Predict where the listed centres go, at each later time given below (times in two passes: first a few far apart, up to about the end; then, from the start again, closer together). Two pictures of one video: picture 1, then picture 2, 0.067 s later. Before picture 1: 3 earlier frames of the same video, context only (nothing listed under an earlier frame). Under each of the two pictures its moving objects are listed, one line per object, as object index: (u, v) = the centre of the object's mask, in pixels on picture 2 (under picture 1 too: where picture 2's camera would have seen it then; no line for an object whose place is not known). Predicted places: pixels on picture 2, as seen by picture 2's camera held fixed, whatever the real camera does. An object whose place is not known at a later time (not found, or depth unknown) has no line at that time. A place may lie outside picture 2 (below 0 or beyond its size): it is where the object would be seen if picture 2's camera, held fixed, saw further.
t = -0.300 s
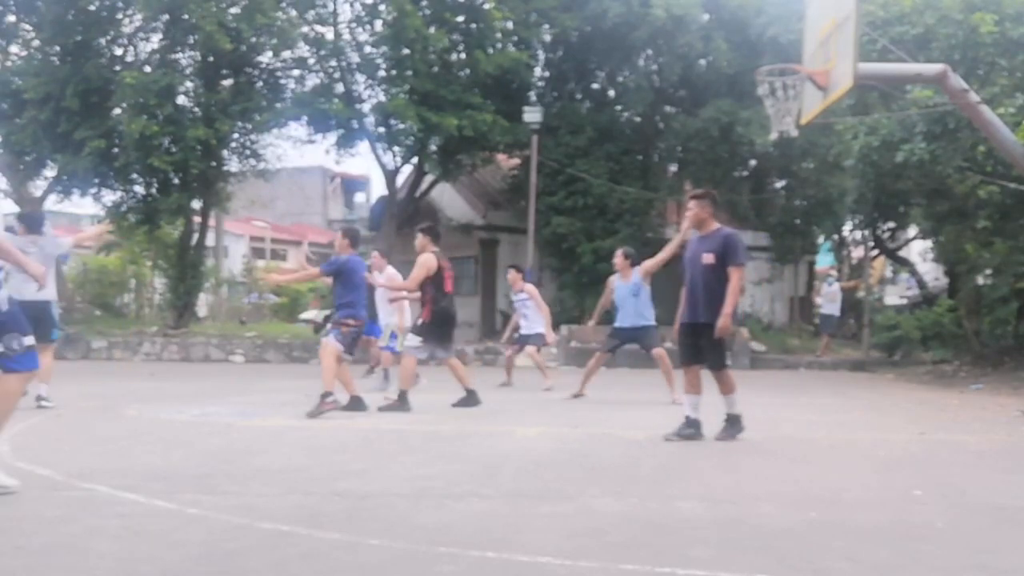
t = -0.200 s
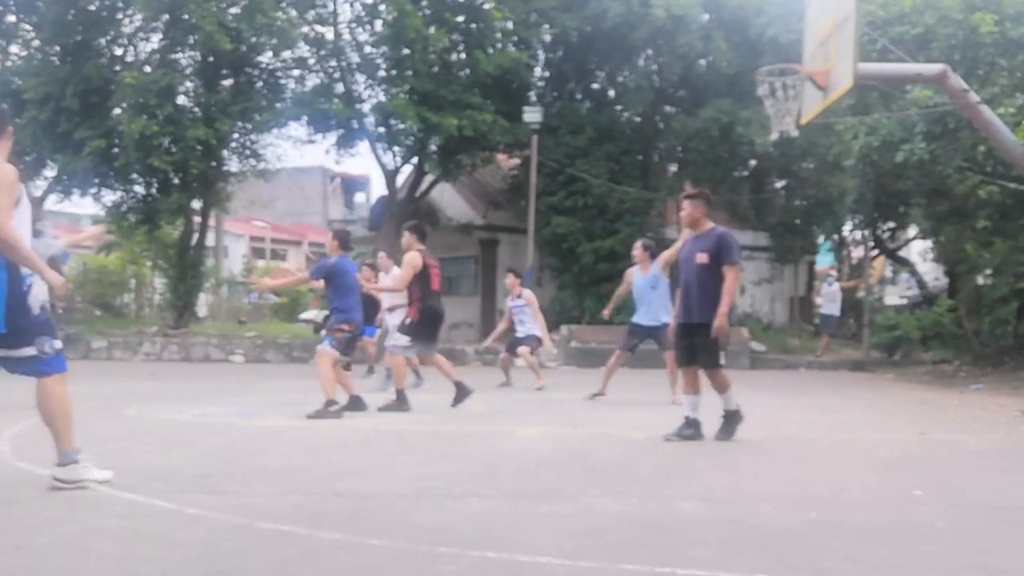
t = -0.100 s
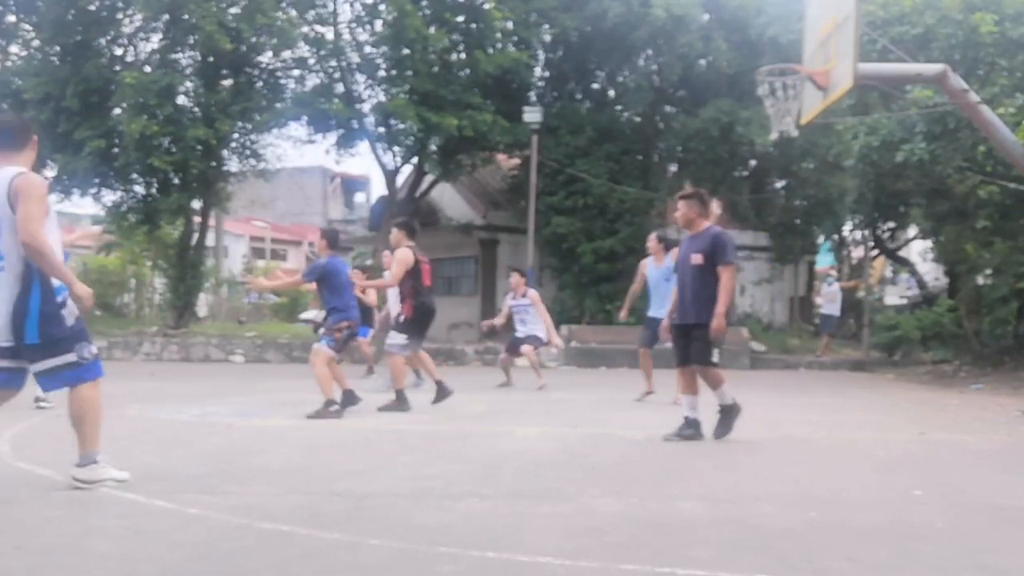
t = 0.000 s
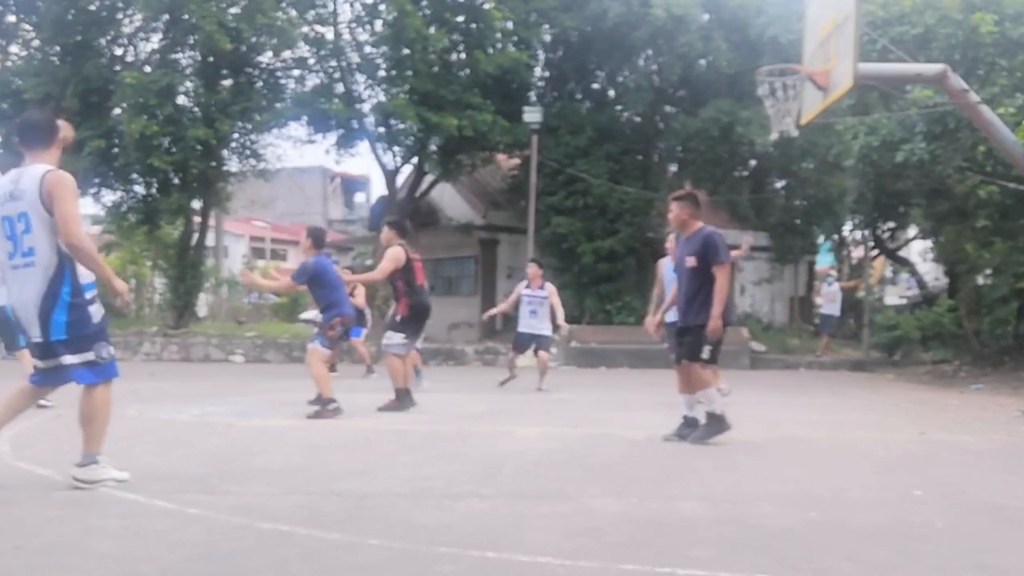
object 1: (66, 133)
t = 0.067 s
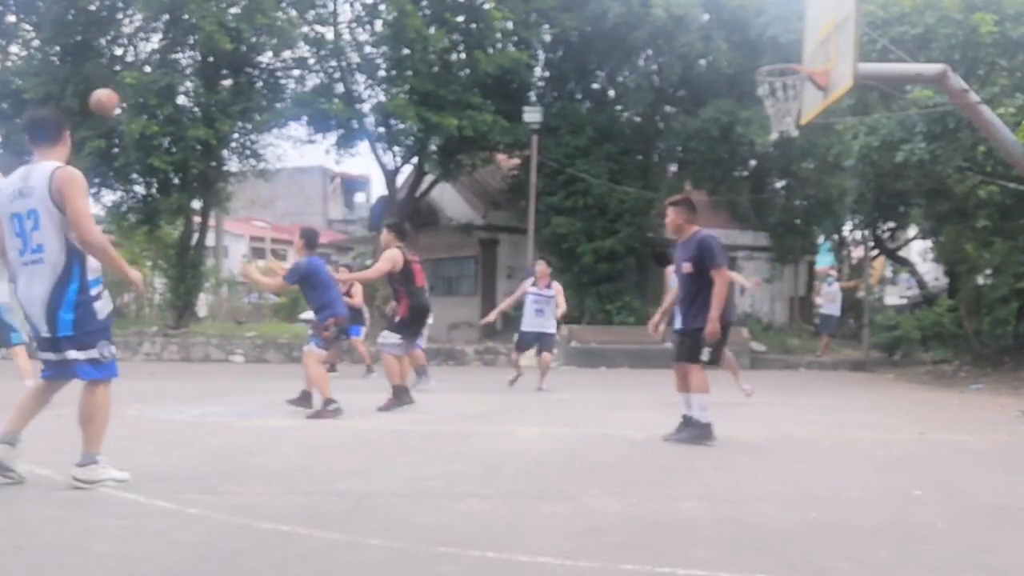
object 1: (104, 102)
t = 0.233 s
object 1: (215, 44)
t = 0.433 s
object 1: (341, 12)
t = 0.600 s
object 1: (441, 17)
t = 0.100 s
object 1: (127, 89)
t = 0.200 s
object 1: (195, 54)
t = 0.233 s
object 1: (215, 44)
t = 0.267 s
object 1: (237, 36)
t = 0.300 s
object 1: (258, 29)
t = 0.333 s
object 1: (280, 24)
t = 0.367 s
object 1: (300, 18)
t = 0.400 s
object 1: (320, 14)
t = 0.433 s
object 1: (341, 12)
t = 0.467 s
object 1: (363, 11)
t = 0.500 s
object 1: (382, 12)
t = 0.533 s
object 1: (402, 12)
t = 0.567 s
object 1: (421, 13)
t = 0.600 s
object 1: (441, 17)
